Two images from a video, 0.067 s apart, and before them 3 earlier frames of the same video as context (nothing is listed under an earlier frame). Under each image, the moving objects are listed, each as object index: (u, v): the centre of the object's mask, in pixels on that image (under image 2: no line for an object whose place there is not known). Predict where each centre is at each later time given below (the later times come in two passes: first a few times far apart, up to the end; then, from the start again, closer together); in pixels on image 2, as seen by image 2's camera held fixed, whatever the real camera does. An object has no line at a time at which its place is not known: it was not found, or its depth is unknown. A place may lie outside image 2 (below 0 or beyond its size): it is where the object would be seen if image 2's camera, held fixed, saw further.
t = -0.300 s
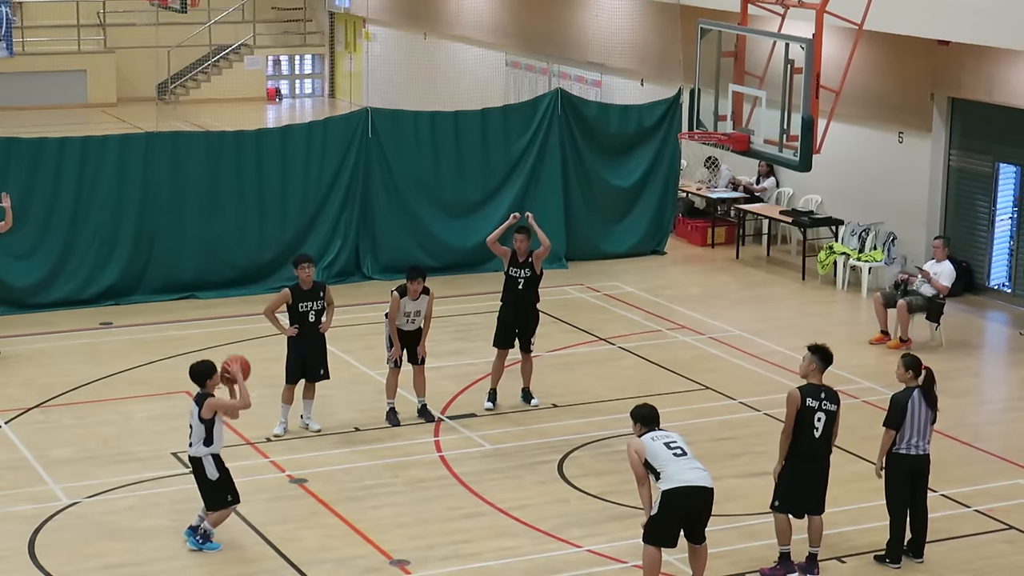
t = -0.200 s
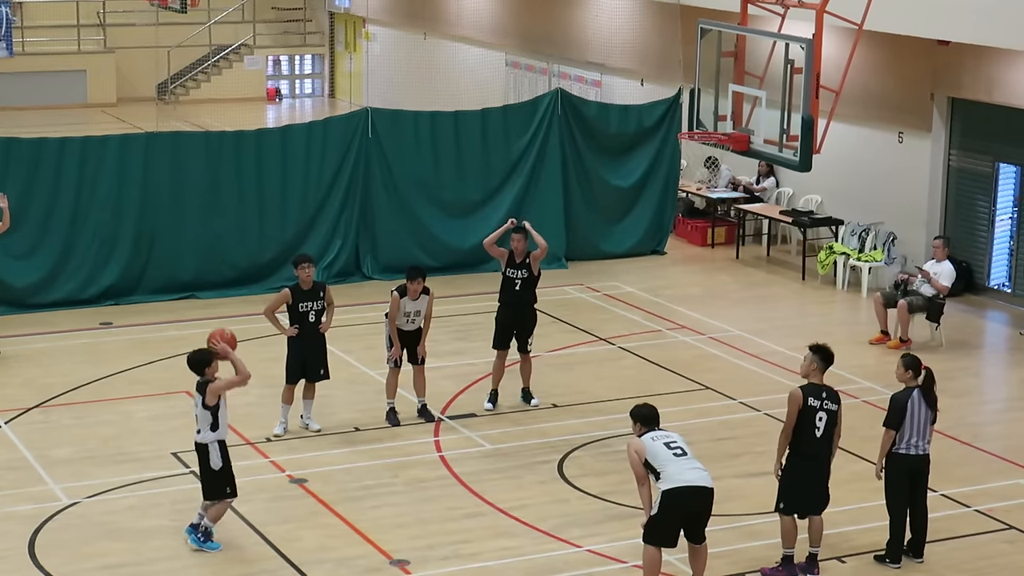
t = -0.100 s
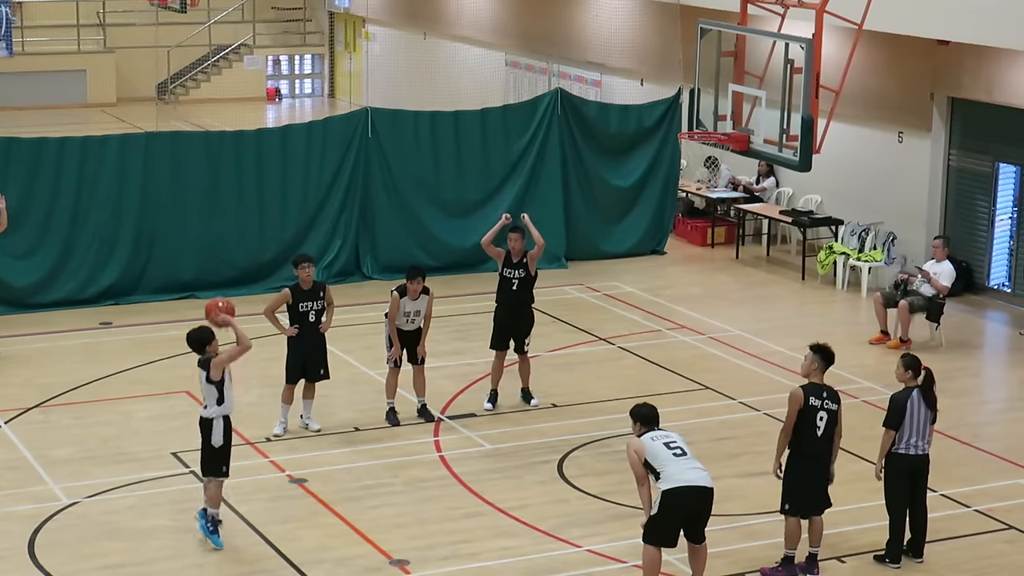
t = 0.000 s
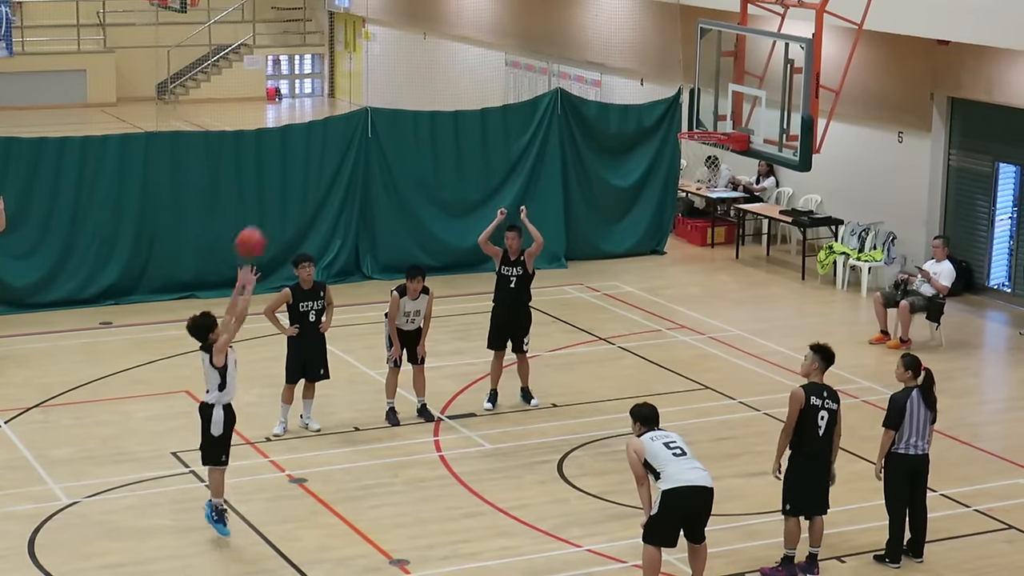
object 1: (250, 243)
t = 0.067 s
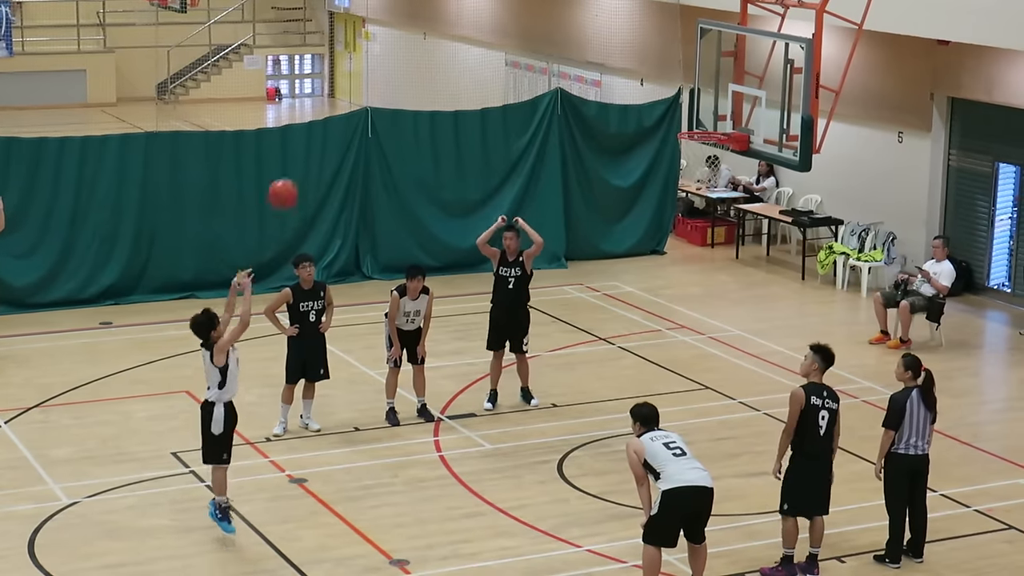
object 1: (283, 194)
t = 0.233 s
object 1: (363, 96)
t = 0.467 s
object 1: (469, 16)
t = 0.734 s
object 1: (582, 10)
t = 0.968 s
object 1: (673, 70)
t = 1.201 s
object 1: (695, 120)
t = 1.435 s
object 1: (724, 83)
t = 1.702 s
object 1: (758, 116)
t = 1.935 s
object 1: (785, 214)
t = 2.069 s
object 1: (799, 299)
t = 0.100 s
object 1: (298, 171)
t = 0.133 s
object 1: (314, 150)
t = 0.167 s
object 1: (331, 130)
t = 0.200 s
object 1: (347, 113)
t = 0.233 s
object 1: (363, 96)
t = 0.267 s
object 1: (378, 80)
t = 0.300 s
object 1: (394, 66)
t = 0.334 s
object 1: (409, 53)
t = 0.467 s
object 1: (469, 16)
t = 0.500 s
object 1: (483, 12)
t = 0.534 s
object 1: (498, 9)
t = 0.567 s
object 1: (512, 8)
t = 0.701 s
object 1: (568, 8)
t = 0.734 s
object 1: (582, 10)
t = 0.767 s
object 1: (596, 14)
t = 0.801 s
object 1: (609, 20)
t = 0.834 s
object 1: (622, 27)
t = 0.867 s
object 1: (635, 36)
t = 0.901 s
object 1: (648, 46)
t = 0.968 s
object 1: (673, 70)
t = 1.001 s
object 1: (685, 82)
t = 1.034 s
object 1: (697, 97)
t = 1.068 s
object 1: (710, 114)
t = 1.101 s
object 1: (721, 126)
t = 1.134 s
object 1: (707, 128)
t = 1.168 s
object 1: (691, 127)
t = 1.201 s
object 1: (695, 120)
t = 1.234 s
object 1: (699, 111)
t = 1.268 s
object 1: (703, 103)
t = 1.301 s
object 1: (707, 96)
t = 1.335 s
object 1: (711, 91)
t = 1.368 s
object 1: (716, 87)
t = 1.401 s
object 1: (720, 84)
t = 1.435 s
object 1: (724, 83)
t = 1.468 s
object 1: (728, 83)
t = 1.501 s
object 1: (732, 83)
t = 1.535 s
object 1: (737, 85)
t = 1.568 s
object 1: (742, 88)
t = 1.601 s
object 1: (746, 93)
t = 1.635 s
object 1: (750, 99)
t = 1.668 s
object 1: (755, 106)
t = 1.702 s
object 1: (758, 116)
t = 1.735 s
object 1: (762, 126)
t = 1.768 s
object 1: (766, 137)
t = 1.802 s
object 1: (769, 150)
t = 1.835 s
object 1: (773, 164)
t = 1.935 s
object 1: (785, 214)
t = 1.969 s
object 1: (789, 233)
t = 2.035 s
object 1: (796, 277)
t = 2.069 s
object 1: (799, 299)
